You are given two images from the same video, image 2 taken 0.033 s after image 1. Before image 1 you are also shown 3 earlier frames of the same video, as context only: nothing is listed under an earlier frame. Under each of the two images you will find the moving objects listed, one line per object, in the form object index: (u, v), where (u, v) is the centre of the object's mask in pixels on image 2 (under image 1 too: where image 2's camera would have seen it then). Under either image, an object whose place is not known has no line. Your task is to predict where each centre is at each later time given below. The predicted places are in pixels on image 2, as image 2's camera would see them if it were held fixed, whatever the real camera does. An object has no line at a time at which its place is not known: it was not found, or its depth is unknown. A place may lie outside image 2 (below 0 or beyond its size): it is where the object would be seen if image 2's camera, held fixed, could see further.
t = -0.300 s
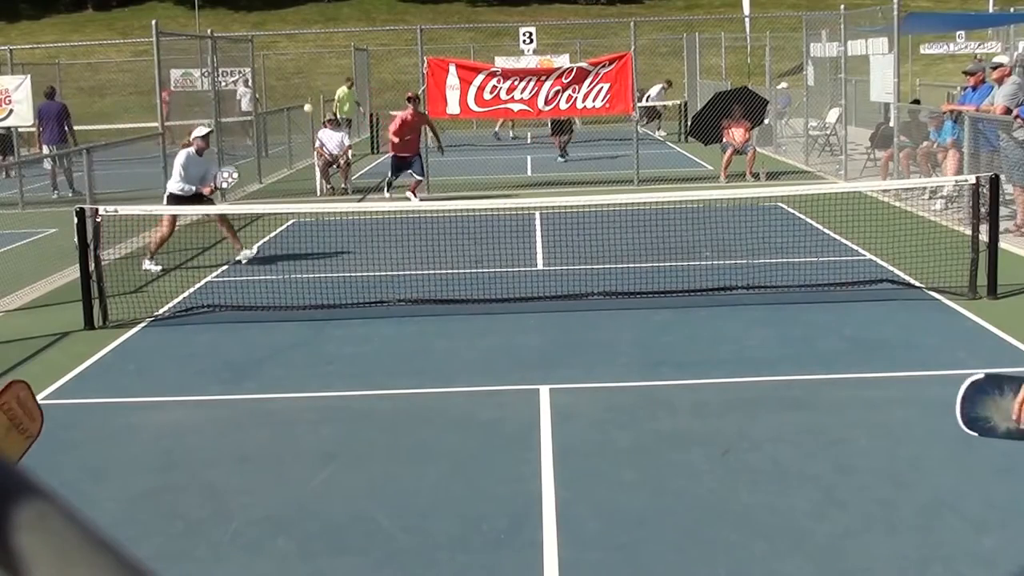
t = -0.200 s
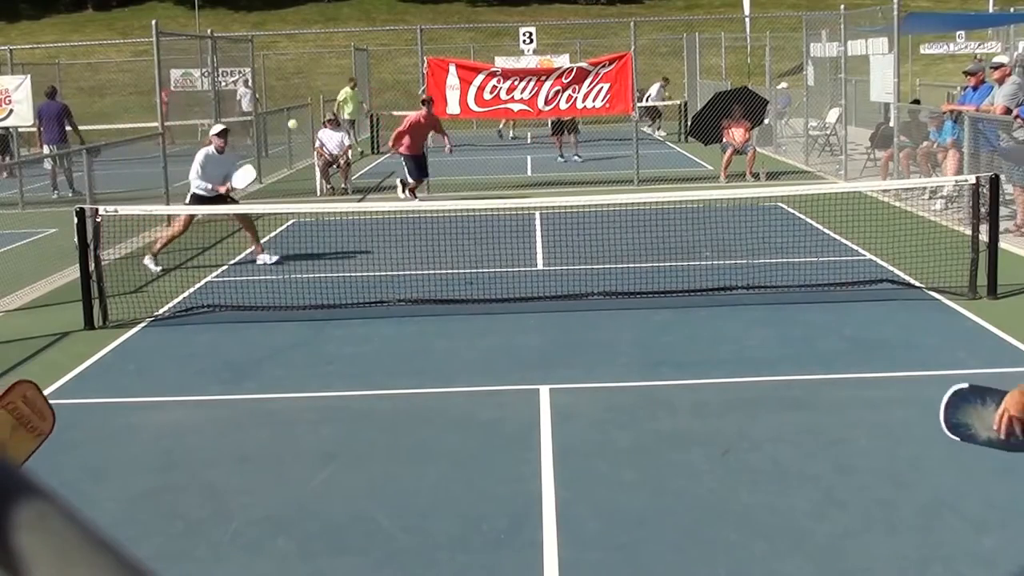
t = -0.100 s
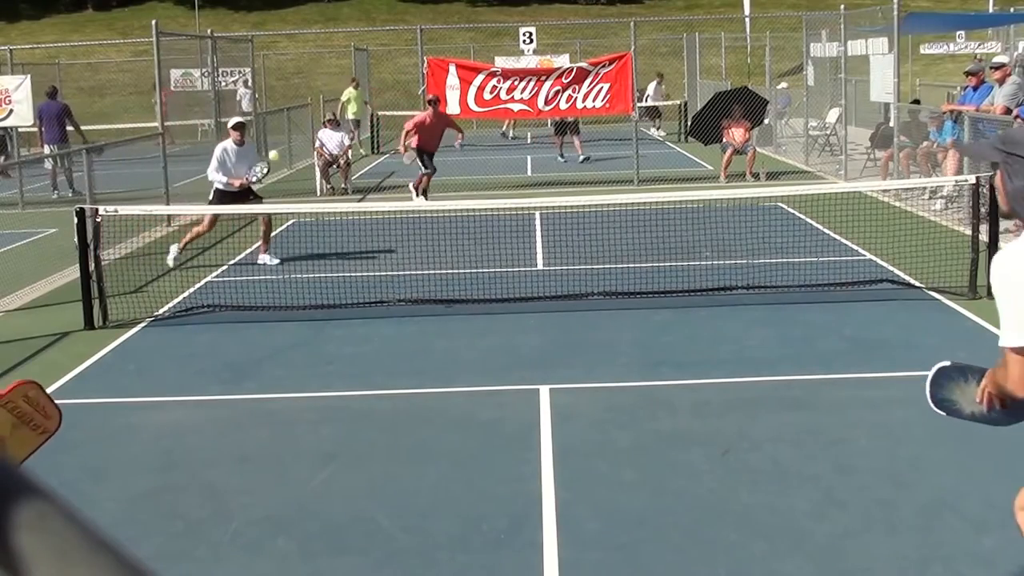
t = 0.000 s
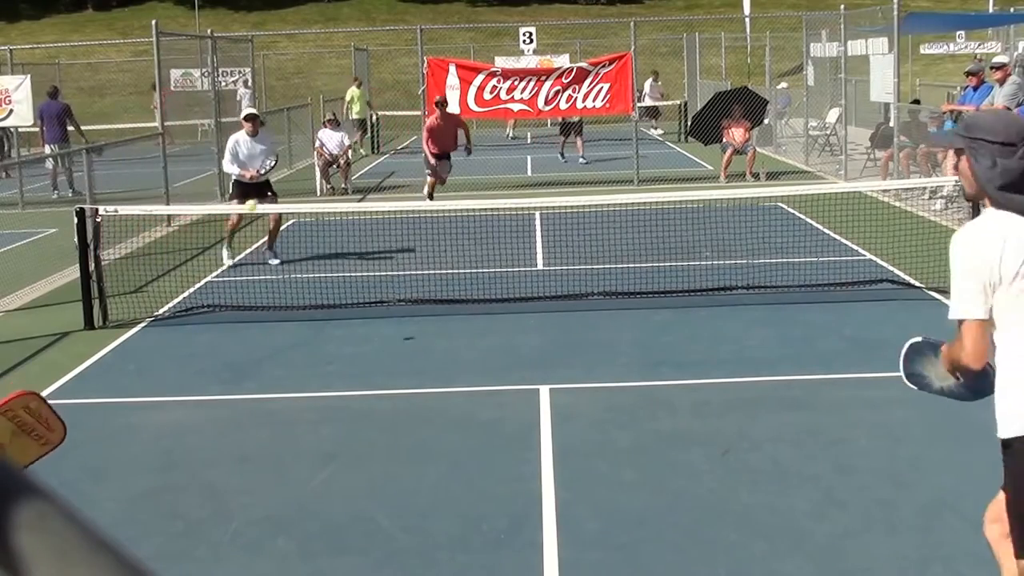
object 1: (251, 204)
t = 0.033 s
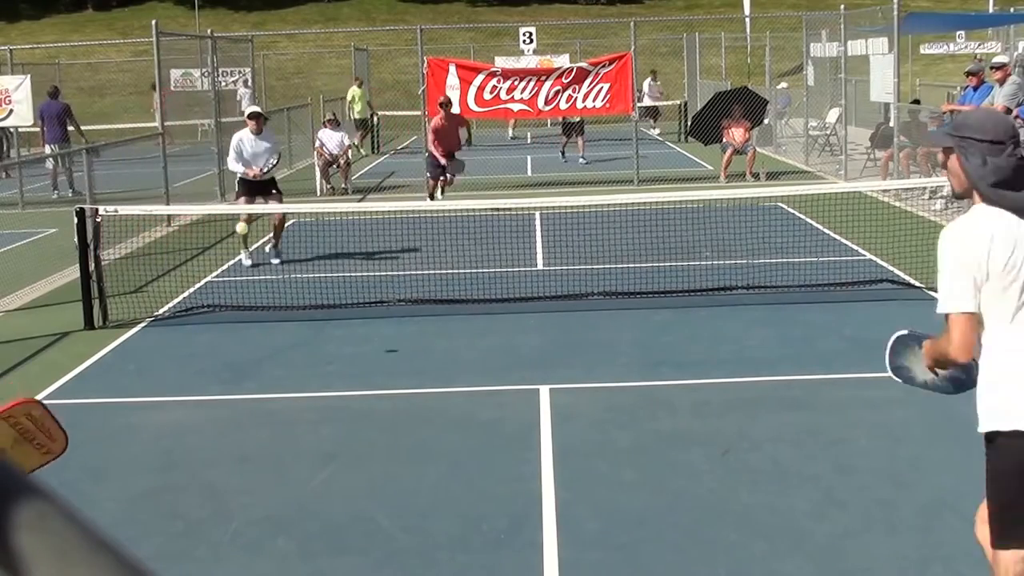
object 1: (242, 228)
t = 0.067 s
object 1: (232, 252)
